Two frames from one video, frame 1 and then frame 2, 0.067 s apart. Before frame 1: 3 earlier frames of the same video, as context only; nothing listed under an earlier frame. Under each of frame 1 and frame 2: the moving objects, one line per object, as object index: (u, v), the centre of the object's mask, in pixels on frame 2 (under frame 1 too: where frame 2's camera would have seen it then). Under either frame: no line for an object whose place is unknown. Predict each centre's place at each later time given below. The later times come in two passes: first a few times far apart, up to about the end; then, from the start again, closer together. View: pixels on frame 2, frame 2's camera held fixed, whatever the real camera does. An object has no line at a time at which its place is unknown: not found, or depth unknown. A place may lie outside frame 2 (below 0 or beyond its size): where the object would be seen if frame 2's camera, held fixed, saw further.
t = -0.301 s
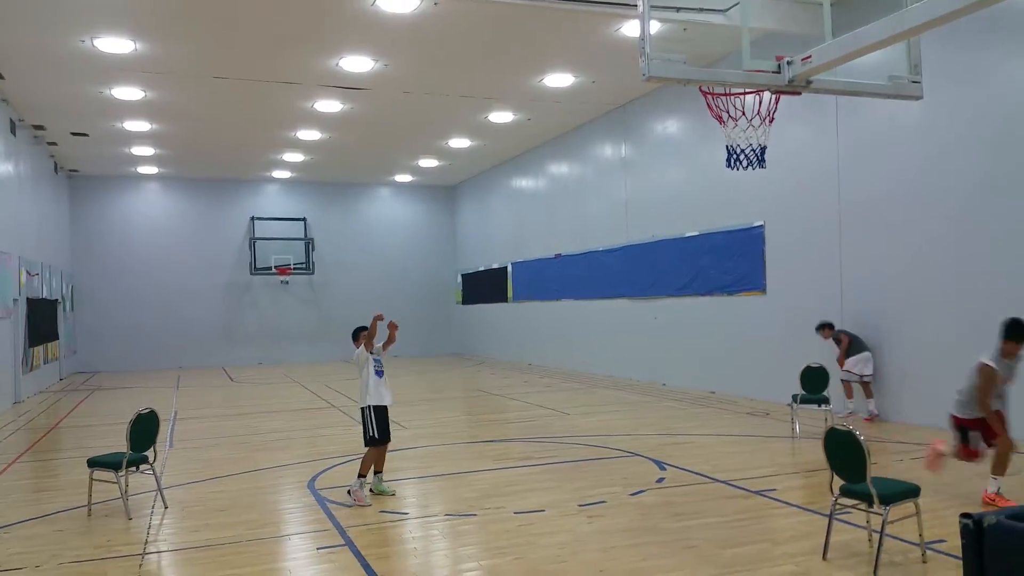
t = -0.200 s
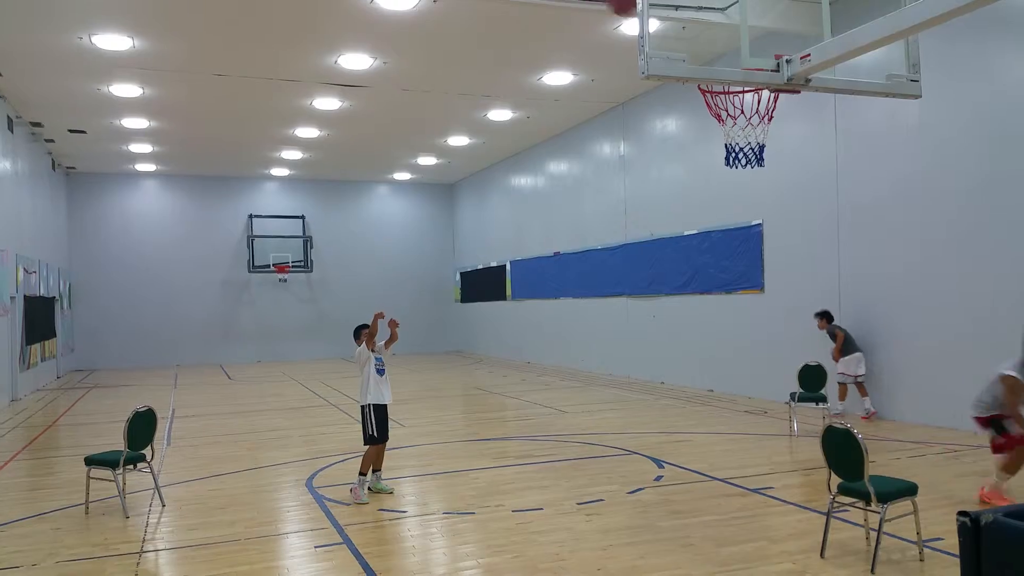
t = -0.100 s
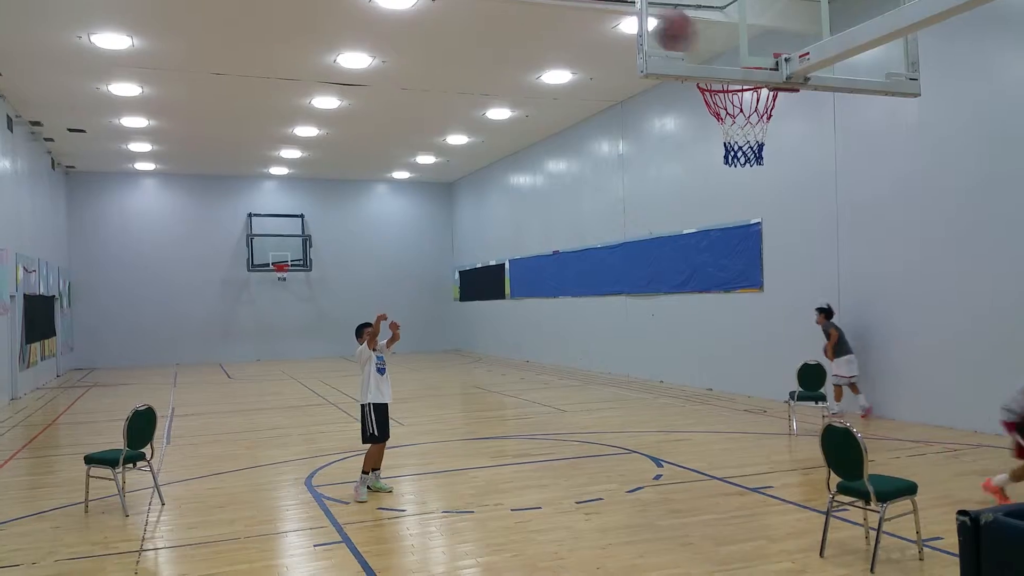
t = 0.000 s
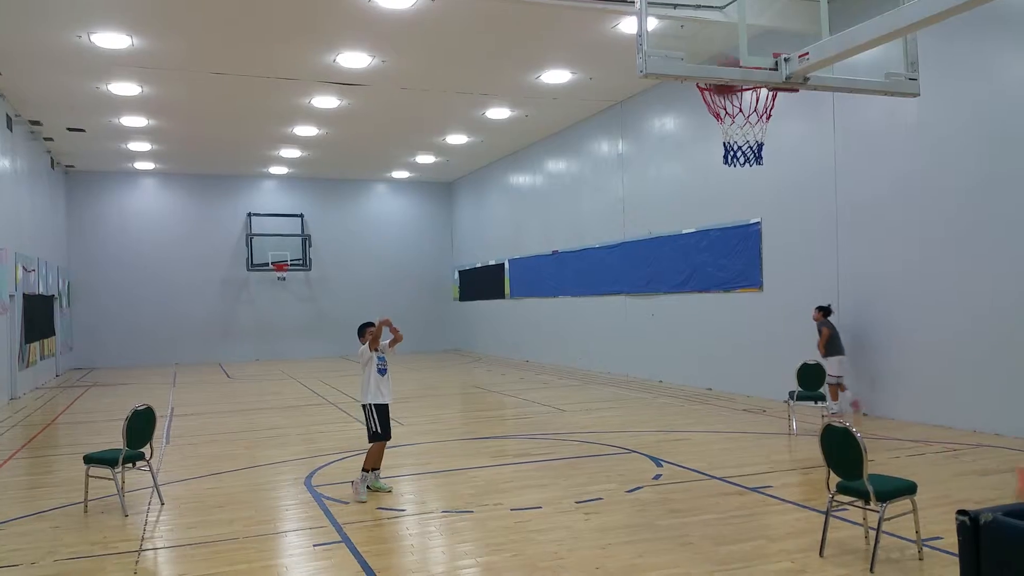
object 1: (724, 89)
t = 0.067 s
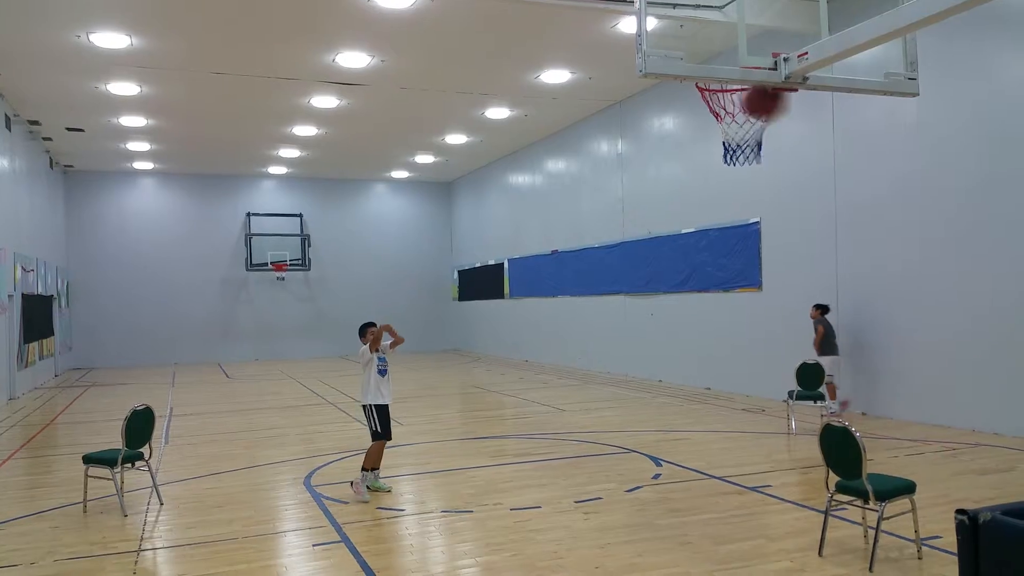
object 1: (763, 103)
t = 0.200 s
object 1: (778, 114)
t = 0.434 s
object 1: (760, 185)
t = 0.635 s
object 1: (745, 316)
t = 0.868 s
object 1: (734, 552)
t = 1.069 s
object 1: (715, 431)
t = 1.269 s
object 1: (695, 339)
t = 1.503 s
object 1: (675, 310)
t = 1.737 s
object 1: (659, 363)
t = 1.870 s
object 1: (650, 430)
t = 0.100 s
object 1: (774, 106)
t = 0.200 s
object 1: (778, 114)
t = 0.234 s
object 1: (776, 118)
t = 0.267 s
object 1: (774, 126)
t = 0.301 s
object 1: (771, 133)
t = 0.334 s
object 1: (767, 141)
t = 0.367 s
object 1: (765, 152)
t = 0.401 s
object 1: (763, 171)
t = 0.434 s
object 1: (760, 185)
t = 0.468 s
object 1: (757, 201)
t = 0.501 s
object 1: (755, 219)
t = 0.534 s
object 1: (752, 241)
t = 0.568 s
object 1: (750, 265)
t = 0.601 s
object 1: (747, 289)
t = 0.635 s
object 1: (745, 316)
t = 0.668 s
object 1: (743, 343)
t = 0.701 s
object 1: (741, 374)
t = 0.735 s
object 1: (739, 404)
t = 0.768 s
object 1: (738, 437)
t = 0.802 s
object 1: (736, 471)
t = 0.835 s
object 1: (735, 513)
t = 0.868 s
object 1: (734, 552)
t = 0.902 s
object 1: (732, 558)
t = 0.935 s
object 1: (729, 525)
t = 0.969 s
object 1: (725, 500)
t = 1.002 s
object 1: (722, 473)
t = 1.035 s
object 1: (718, 452)
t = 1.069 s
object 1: (715, 431)
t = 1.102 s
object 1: (711, 409)
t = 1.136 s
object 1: (707, 393)
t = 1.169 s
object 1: (704, 377)
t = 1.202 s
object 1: (702, 361)
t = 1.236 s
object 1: (698, 350)
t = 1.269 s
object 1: (695, 339)
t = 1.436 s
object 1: (681, 310)
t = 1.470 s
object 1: (678, 310)
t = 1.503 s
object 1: (675, 310)
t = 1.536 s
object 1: (673, 313)
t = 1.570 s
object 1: (670, 317)
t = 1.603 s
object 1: (668, 323)
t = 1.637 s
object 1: (665, 331)
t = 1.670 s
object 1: (663, 340)
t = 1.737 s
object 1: (659, 363)
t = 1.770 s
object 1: (656, 378)
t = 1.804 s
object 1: (654, 393)
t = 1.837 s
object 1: (652, 411)
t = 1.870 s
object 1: (650, 430)
